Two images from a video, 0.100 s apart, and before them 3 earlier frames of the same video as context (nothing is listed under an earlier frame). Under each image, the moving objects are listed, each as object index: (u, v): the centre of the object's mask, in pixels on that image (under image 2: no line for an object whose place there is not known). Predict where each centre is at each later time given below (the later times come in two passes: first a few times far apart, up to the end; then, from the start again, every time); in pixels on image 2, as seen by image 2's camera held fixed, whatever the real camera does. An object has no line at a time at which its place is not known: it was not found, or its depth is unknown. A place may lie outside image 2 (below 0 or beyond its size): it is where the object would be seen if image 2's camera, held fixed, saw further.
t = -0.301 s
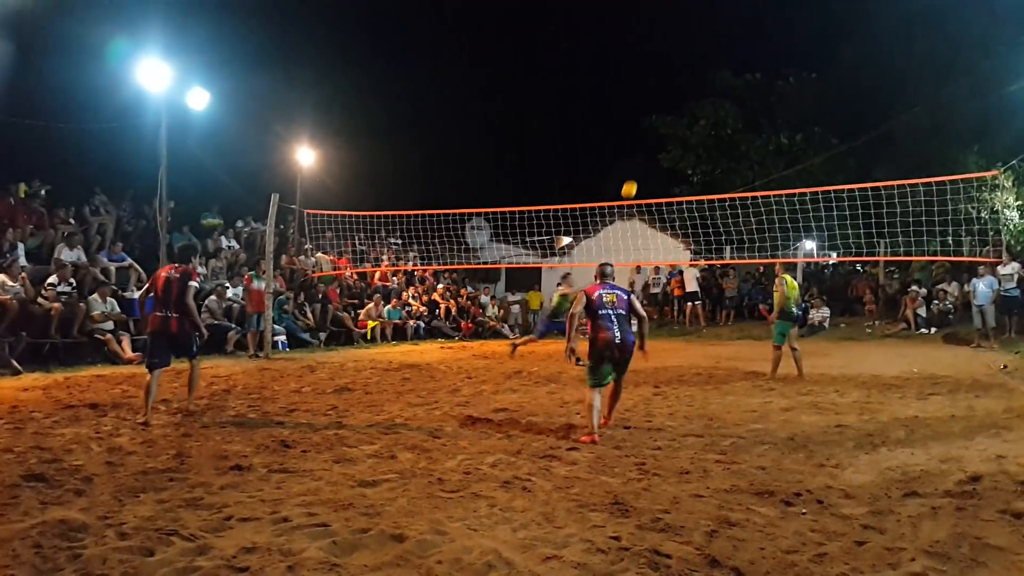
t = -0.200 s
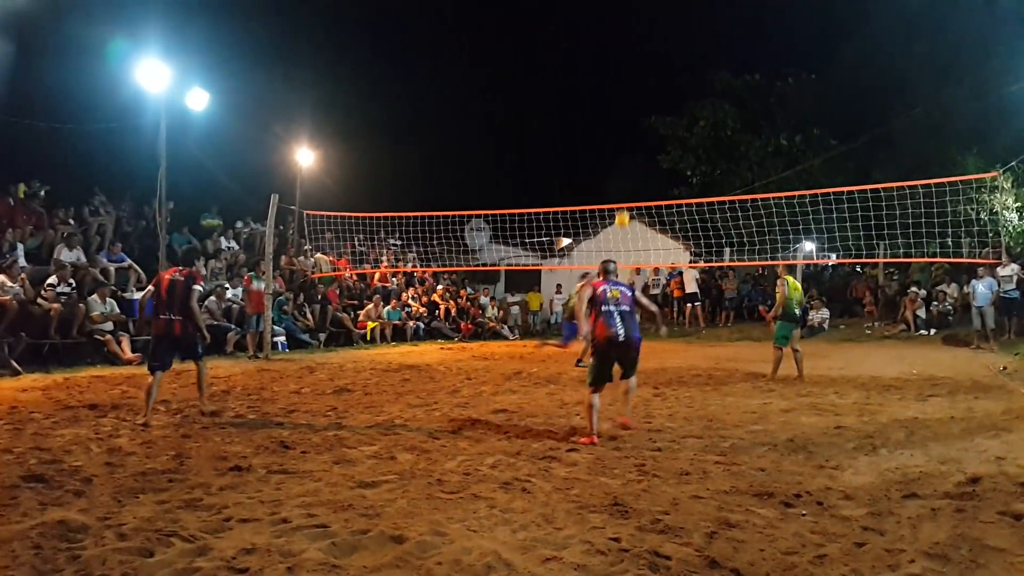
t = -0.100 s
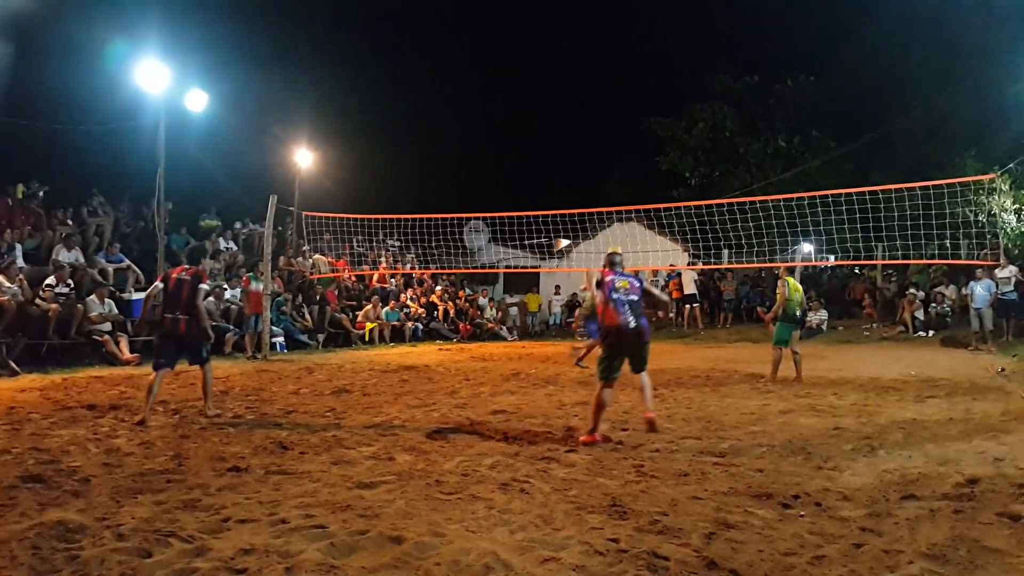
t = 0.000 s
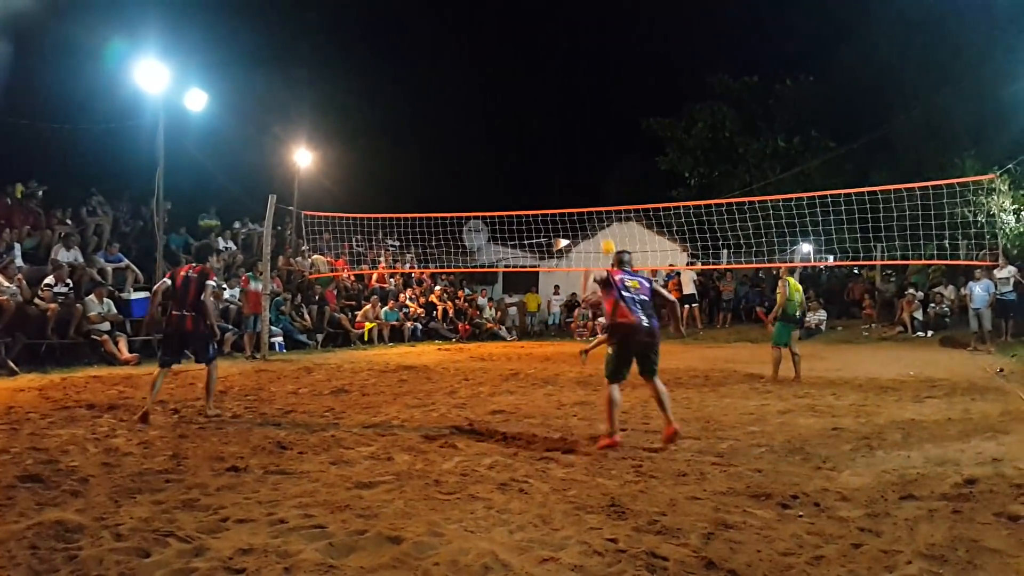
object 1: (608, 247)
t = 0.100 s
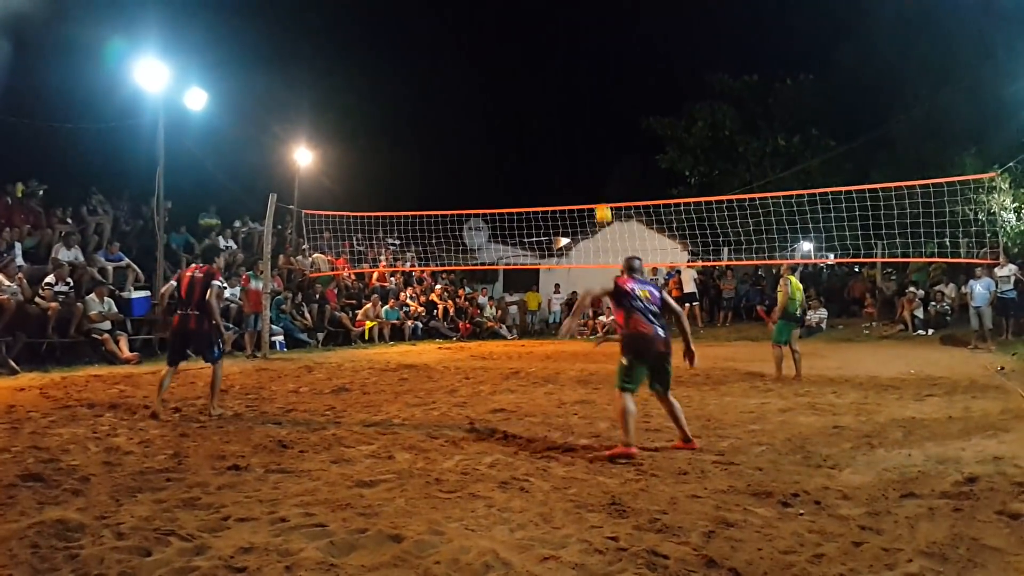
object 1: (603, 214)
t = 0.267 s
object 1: (592, 165)
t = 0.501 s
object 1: (570, 112)
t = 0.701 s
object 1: (537, 93)
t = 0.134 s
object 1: (601, 203)
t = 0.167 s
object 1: (599, 193)
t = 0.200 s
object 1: (597, 183)
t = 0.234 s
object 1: (595, 174)
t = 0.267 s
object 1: (592, 165)
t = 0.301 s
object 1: (590, 155)
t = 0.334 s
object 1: (587, 147)
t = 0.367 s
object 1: (584, 139)
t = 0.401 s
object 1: (581, 131)
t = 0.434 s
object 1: (577, 124)
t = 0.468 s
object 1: (574, 118)
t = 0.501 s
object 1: (570, 112)
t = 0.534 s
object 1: (565, 106)
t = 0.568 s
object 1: (560, 102)
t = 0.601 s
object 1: (555, 98)
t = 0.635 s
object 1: (549, 95)
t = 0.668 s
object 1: (543, 94)
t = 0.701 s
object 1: (537, 93)
